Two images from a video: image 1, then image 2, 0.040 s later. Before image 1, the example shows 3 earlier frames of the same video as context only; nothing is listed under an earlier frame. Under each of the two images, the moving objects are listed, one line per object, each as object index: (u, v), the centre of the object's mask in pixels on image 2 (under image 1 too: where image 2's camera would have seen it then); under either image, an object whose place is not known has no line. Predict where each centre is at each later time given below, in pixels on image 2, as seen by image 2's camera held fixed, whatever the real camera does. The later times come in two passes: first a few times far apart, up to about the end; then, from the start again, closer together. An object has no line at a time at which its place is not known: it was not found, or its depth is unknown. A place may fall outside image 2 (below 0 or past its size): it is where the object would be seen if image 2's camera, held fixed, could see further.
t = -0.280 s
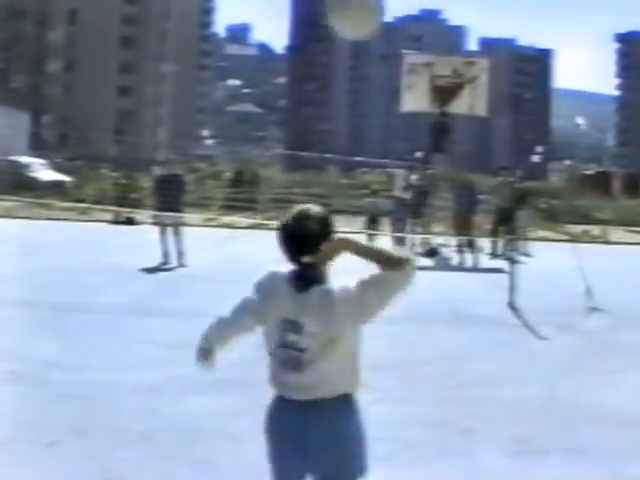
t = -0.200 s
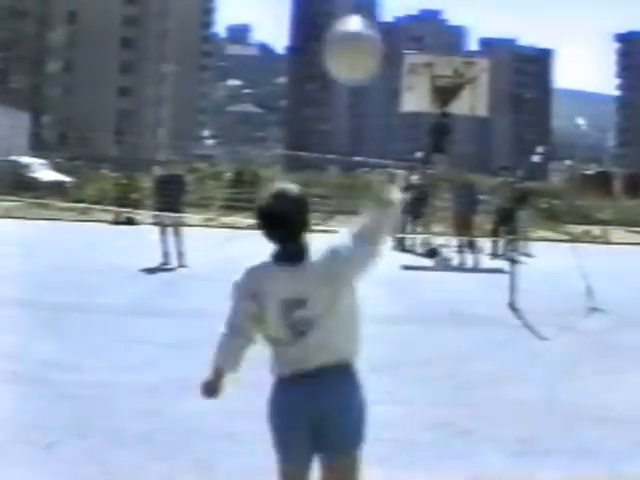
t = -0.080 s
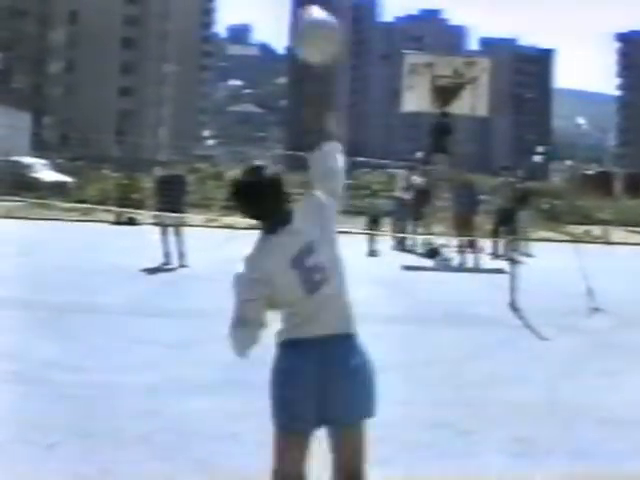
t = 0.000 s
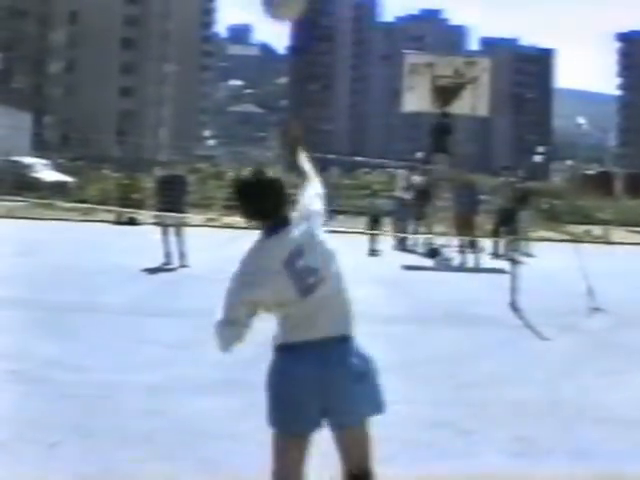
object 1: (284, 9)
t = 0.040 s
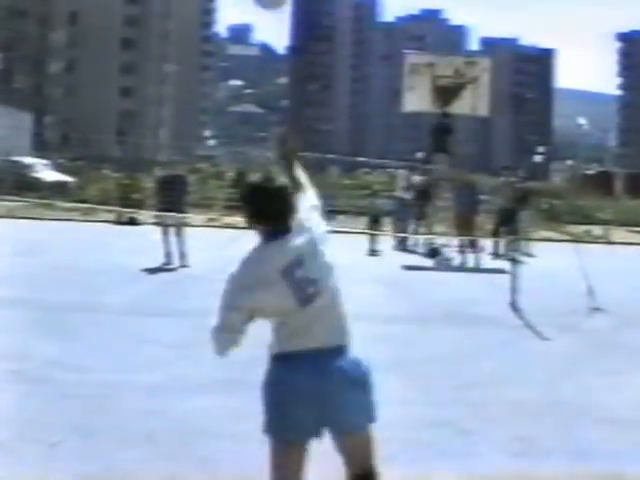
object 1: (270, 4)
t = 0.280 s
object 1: (222, 3)
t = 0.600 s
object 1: (184, 78)
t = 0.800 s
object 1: (169, 162)
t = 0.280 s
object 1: (222, 3)
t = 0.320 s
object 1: (215, 6)
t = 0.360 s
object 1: (210, 11)
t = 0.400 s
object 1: (205, 16)
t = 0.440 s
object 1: (200, 25)
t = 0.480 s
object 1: (195, 38)
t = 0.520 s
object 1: (191, 50)
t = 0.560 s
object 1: (187, 64)
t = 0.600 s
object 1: (184, 78)
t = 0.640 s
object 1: (180, 94)
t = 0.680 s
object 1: (177, 110)
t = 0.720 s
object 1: (174, 127)
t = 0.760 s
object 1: (172, 144)
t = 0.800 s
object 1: (169, 162)
